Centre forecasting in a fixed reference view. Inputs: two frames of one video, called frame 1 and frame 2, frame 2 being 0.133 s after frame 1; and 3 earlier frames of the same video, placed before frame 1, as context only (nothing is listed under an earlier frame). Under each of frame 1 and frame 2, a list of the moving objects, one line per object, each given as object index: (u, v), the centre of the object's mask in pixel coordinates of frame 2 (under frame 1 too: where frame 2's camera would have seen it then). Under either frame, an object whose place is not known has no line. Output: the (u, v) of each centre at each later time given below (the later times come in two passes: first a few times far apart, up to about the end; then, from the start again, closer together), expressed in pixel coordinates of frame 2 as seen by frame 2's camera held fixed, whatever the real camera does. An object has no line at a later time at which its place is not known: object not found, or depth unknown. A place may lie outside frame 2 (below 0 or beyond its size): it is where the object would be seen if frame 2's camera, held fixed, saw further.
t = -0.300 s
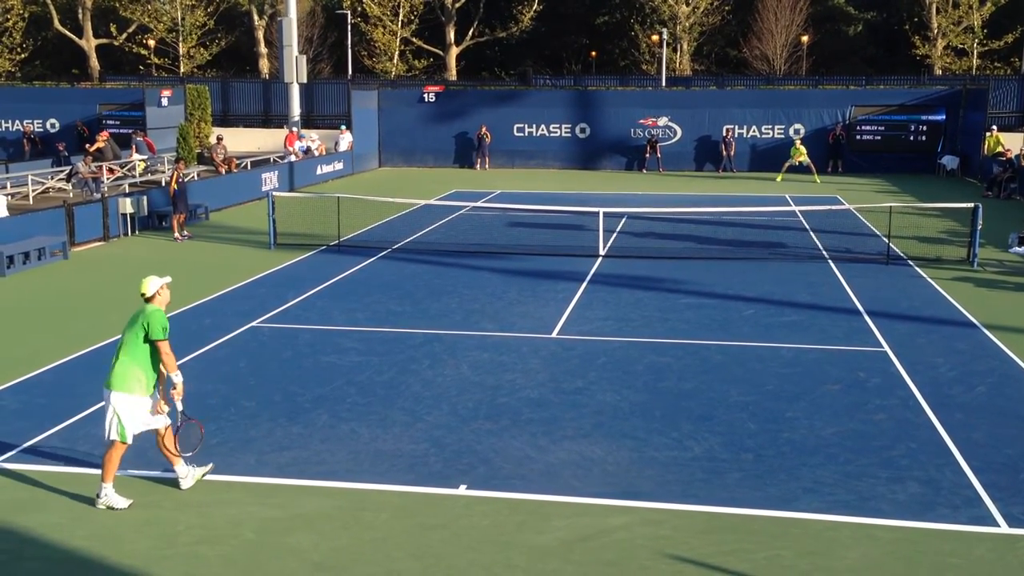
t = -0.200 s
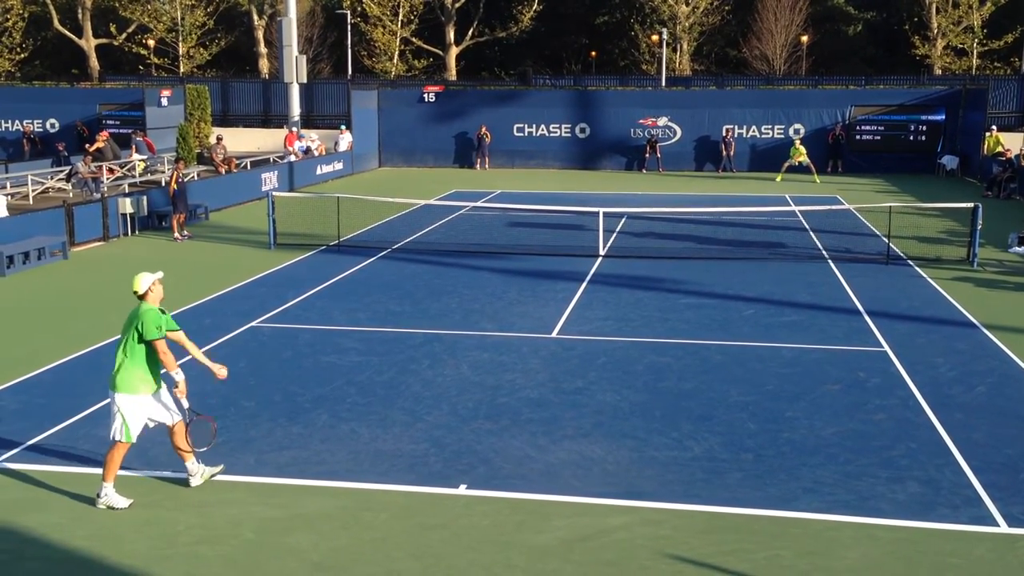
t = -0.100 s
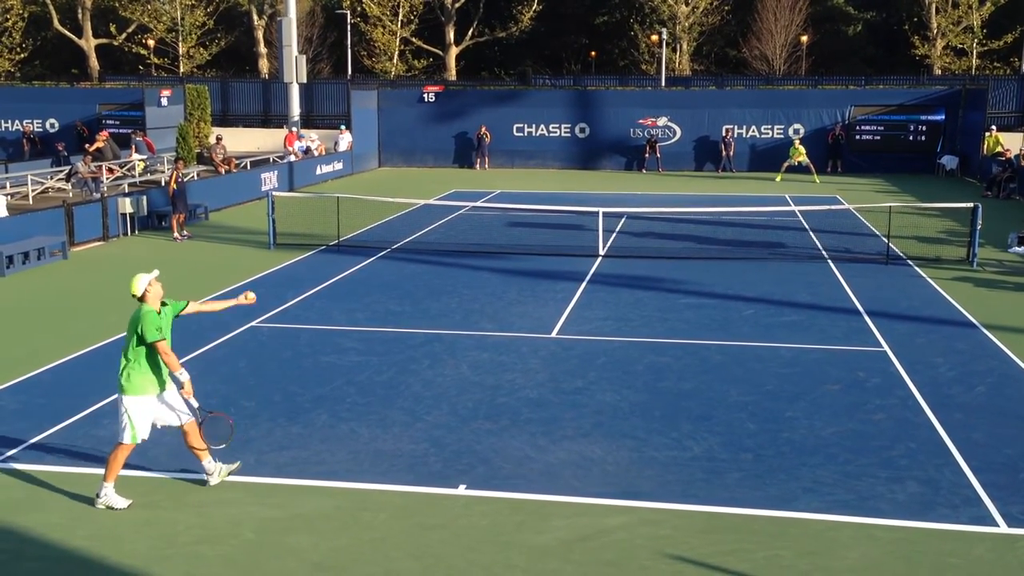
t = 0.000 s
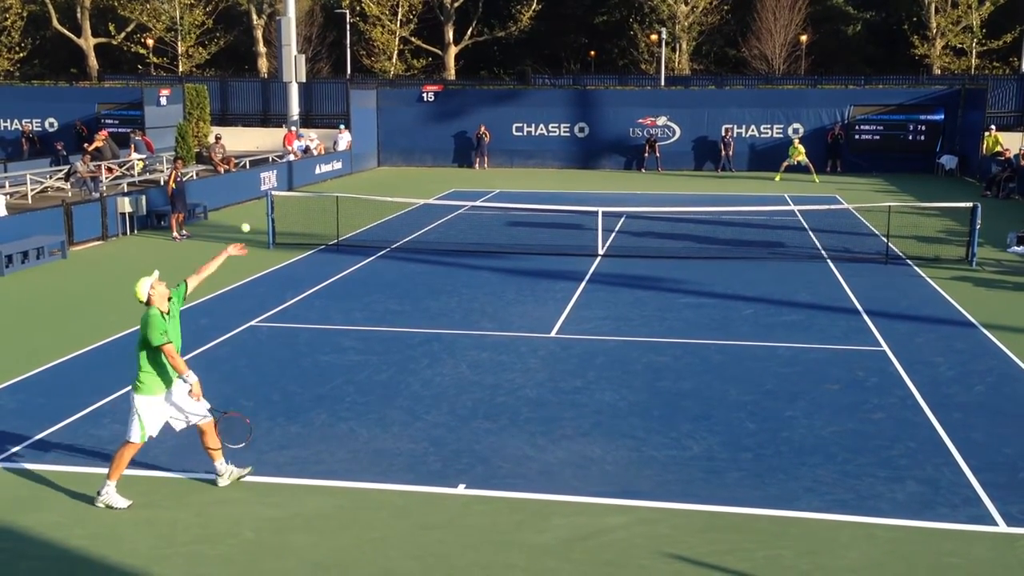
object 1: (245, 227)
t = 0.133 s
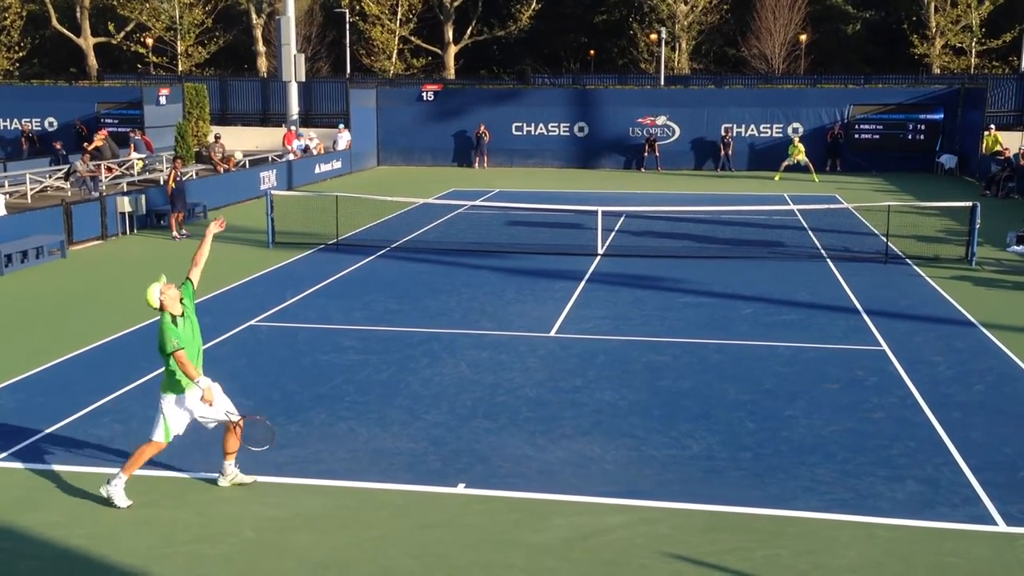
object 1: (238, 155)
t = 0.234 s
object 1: (233, 115)
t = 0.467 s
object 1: (225, 70)
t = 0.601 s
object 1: (221, 74)
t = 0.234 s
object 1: (233, 115)
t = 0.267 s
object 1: (231, 104)
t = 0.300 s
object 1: (230, 95)
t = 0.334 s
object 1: (229, 87)
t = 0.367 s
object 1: (228, 81)
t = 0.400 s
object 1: (227, 76)
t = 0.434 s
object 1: (226, 72)
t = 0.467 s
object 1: (225, 70)
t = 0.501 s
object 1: (224, 69)
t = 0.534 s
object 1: (223, 69)
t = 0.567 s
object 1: (222, 71)
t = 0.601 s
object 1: (221, 74)
